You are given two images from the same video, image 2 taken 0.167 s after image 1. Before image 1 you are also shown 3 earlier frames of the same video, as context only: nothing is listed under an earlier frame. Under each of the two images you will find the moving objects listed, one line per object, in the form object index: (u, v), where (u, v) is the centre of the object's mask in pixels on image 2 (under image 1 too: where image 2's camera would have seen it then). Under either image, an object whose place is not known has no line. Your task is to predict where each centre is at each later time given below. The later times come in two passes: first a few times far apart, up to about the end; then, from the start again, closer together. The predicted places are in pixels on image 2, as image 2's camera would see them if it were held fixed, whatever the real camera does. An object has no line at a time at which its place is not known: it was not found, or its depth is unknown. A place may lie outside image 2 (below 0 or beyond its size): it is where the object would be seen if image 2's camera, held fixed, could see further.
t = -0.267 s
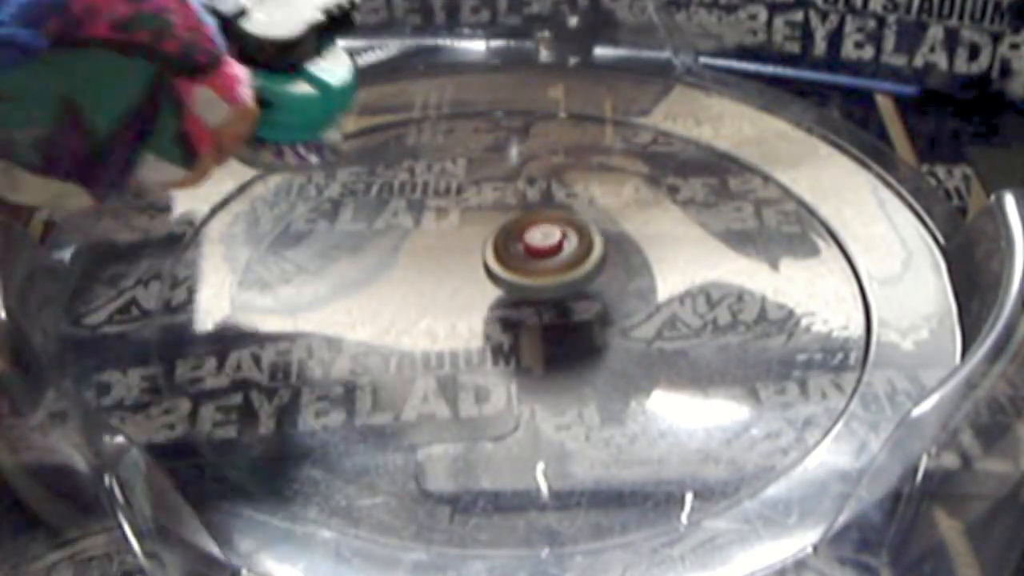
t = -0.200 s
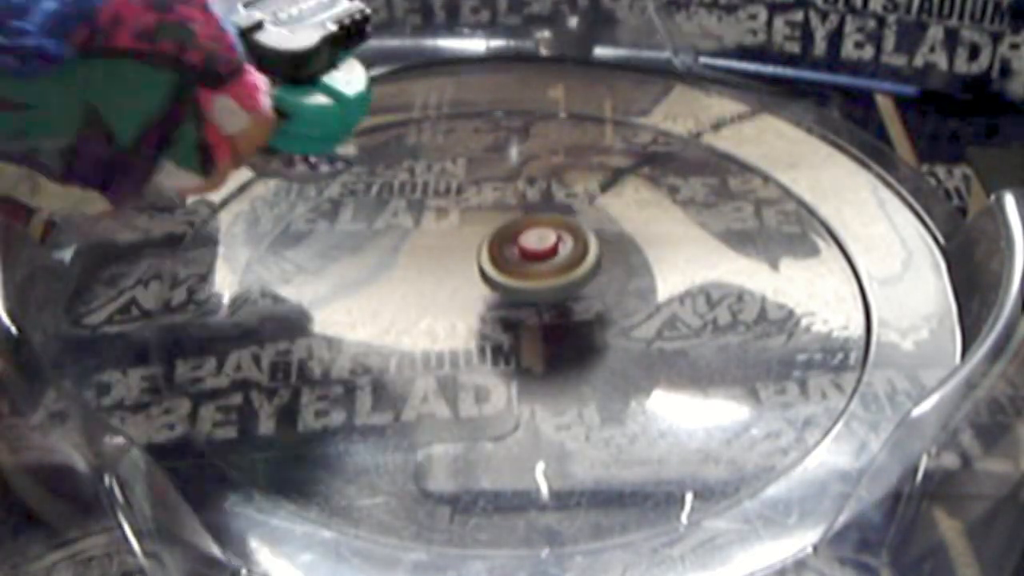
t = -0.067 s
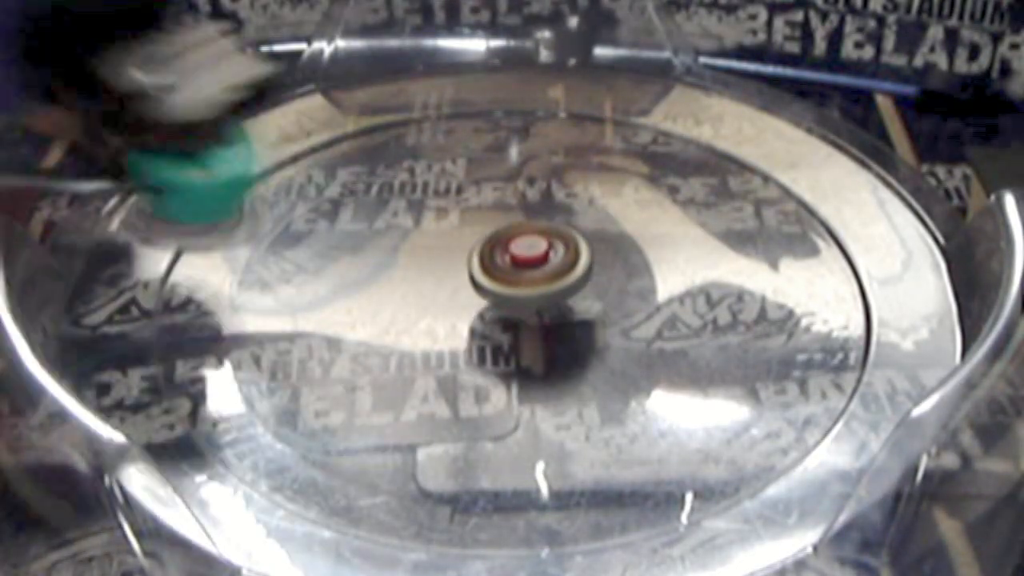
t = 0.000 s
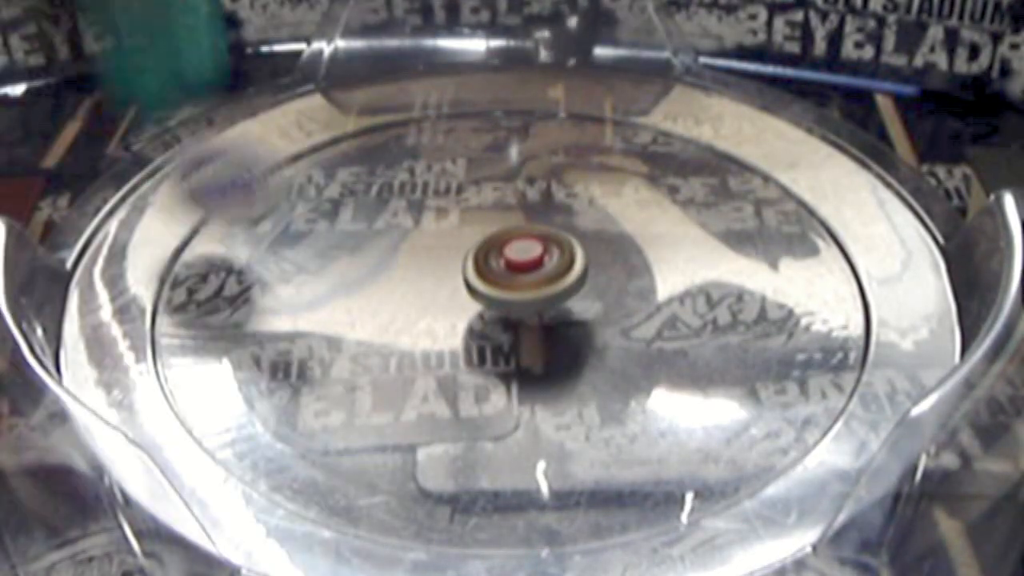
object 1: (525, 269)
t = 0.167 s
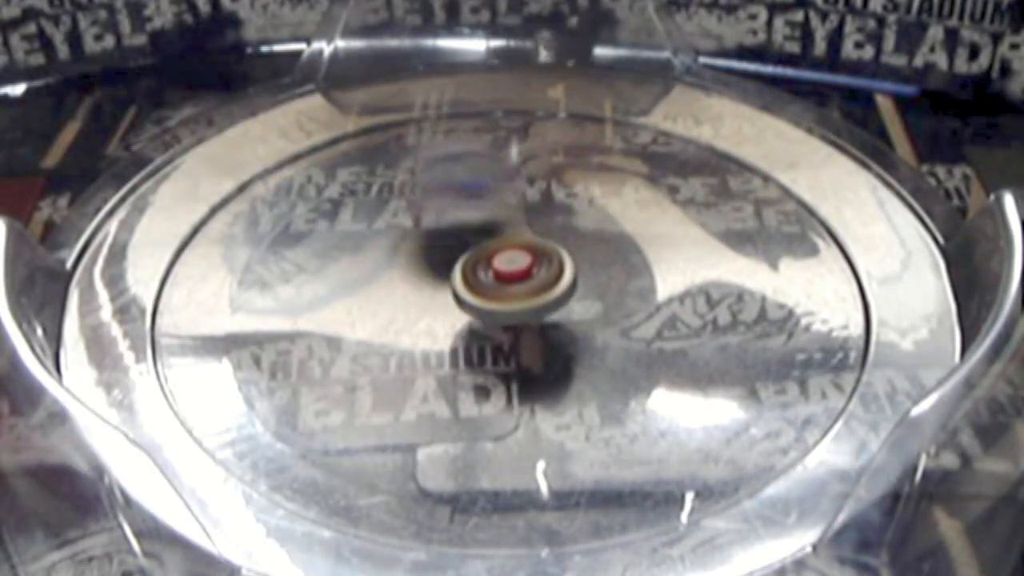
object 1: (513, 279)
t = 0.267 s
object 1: (508, 285)
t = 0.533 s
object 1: (499, 300)
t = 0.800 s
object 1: (496, 308)
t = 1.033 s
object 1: (493, 314)
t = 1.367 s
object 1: (491, 310)
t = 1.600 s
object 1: (486, 304)
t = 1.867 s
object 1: (480, 295)
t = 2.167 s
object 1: (473, 286)
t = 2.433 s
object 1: (435, 291)
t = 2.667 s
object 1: (446, 292)
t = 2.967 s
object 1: (419, 344)
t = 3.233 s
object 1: (710, 384)
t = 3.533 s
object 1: (811, 294)
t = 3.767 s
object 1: (808, 251)
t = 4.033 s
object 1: (740, 211)
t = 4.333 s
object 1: (677, 204)
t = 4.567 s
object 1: (629, 203)
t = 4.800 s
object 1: (420, 113)
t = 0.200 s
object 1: (512, 281)
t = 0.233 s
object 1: (510, 283)
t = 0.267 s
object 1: (508, 285)
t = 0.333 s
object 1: (506, 290)
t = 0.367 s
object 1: (505, 291)
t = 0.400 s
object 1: (504, 293)
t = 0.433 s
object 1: (502, 294)
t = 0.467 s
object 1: (501, 296)
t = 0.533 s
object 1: (499, 300)
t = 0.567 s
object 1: (498, 300)
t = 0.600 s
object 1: (498, 303)
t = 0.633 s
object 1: (499, 303)
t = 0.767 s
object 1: (497, 307)
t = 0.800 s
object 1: (496, 308)
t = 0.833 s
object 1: (495, 309)
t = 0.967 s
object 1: (492, 312)
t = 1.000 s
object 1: (492, 313)
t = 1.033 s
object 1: (493, 314)
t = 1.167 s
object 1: (493, 313)
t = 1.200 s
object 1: (493, 313)
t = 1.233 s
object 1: (493, 312)
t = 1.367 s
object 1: (491, 310)
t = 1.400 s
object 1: (491, 309)
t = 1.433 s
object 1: (490, 309)
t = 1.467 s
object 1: (489, 307)
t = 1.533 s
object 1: (488, 306)
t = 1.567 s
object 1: (487, 305)
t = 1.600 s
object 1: (486, 304)
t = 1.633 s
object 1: (485, 303)
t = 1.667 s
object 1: (485, 302)
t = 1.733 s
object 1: (483, 300)
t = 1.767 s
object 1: (482, 298)
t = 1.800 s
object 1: (482, 297)
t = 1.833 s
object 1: (481, 297)
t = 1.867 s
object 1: (480, 295)
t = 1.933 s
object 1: (478, 293)
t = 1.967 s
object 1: (477, 291)
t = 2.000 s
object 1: (476, 290)
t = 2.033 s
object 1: (476, 289)
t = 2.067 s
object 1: (474, 288)
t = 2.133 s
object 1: (473, 286)
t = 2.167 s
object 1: (473, 286)
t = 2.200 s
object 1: (459, 286)
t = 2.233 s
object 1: (444, 288)
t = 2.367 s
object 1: (434, 290)
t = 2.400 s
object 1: (435, 291)
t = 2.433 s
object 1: (435, 291)
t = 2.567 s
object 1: (440, 292)
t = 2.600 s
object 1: (442, 292)
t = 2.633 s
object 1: (444, 292)
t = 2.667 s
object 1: (446, 292)
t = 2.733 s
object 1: (450, 292)
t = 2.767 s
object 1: (452, 291)
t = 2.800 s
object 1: (453, 292)
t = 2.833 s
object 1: (456, 292)
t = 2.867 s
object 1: (448, 305)
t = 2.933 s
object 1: (420, 337)
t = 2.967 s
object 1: (419, 344)
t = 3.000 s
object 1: (424, 347)
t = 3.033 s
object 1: (431, 347)
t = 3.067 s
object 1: (444, 350)
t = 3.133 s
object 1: (565, 390)
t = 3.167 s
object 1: (614, 396)
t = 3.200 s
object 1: (664, 393)
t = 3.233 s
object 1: (710, 384)
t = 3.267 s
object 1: (748, 372)
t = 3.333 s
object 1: (795, 341)
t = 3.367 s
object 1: (805, 329)
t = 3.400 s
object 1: (810, 321)
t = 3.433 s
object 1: (811, 313)
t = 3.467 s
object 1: (811, 305)
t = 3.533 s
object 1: (811, 294)
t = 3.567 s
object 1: (810, 289)
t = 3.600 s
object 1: (810, 283)
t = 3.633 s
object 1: (808, 277)
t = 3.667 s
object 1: (807, 273)
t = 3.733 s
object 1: (803, 262)
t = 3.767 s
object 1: (808, 251)
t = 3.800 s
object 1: (809, 239)
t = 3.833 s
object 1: (803, 231)
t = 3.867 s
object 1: (795, 225)
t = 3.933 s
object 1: (775, 218)
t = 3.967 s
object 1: (764, 216)
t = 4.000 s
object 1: (753, 214)
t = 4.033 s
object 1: (740, 211)
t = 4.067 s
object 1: (728, 211)
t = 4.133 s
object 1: (712, 207)
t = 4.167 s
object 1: (706, 208)
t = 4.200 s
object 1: (700, 208)
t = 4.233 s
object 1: (695, 205)
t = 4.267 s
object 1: (688, 206)
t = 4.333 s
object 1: (677, 204)
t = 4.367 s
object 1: (671, 204)
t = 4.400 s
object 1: (665, 203)
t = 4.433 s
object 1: (658, 204)
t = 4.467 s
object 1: (650, 204)
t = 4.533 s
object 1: (635, 204)
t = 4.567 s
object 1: (629, 203)
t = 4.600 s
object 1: (620, 202)
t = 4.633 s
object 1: (611, 200)
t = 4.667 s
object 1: (581, 188)
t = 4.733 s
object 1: (505, 139)
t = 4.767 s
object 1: (465, 123)
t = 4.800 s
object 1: (420, 113)
